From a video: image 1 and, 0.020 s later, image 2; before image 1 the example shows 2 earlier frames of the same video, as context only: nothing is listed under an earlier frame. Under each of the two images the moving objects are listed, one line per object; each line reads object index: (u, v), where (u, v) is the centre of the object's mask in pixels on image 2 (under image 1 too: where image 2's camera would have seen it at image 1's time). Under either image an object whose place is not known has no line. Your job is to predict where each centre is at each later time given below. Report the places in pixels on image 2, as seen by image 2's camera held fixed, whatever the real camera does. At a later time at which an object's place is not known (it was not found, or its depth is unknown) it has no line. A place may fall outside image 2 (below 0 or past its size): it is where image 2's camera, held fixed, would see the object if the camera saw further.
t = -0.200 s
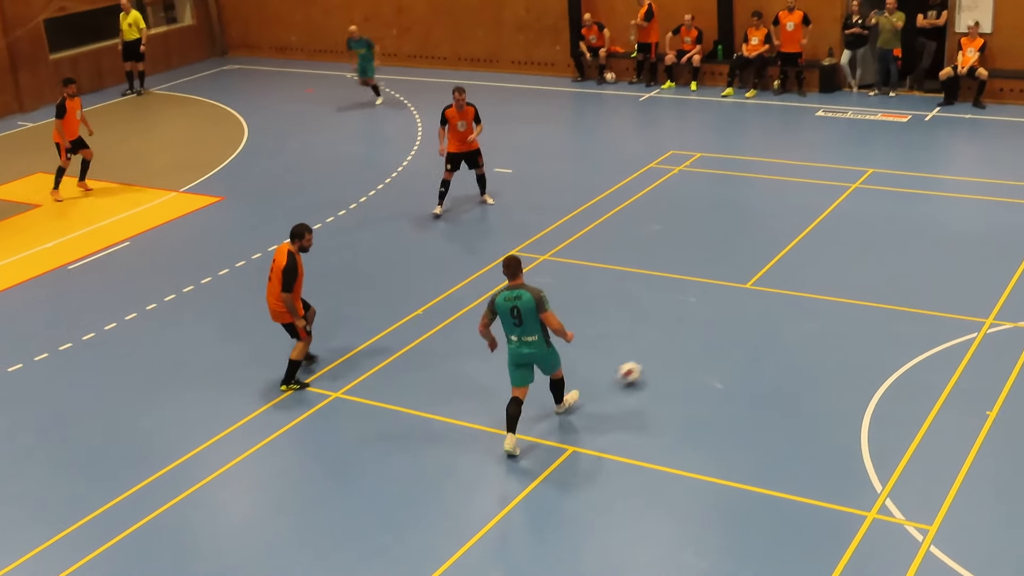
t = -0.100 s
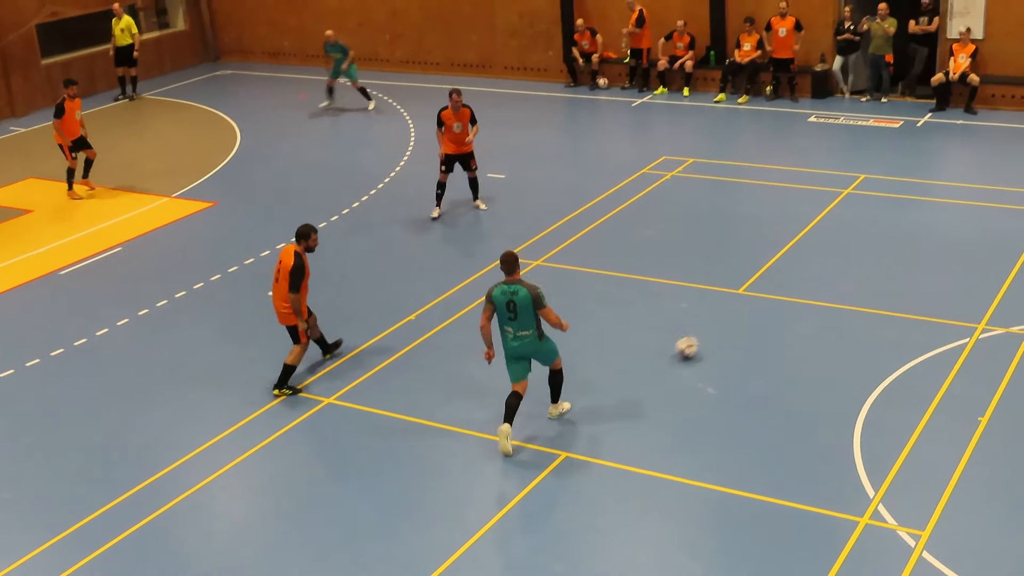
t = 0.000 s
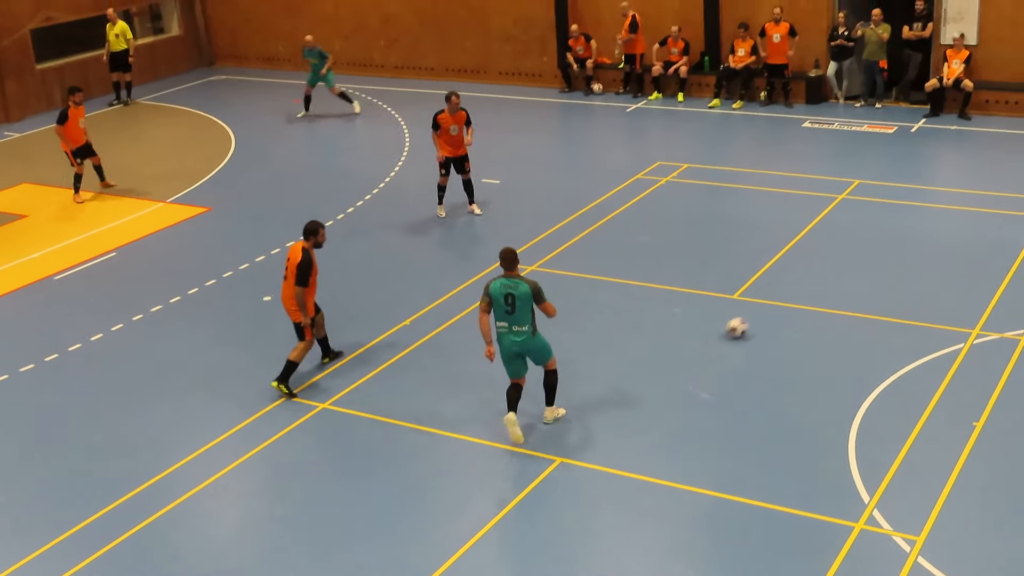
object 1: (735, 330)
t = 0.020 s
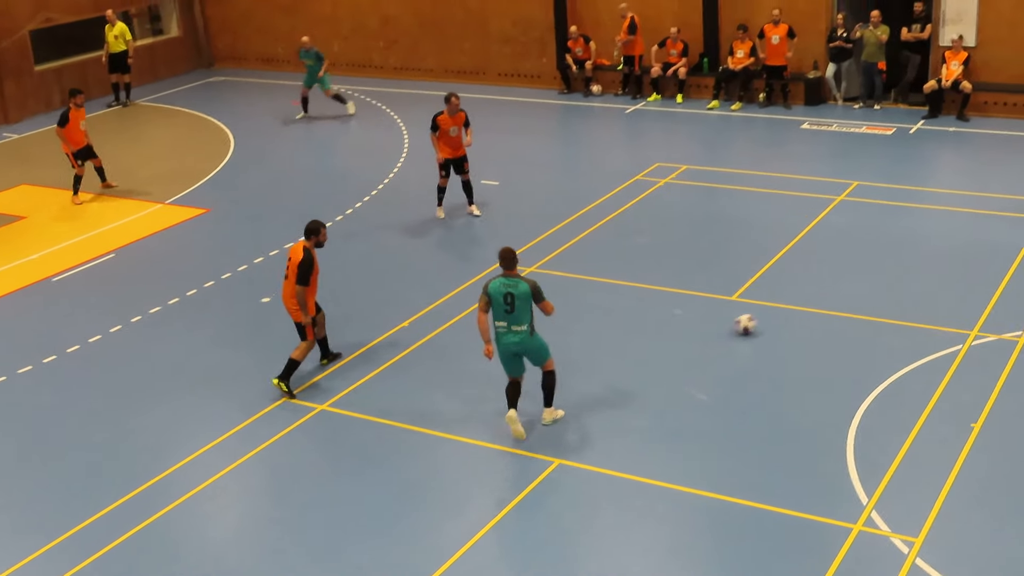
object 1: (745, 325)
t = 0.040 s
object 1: (755, 320)
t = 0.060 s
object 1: (764, 315)
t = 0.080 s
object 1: (773, 310)
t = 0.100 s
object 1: (782, 306)
